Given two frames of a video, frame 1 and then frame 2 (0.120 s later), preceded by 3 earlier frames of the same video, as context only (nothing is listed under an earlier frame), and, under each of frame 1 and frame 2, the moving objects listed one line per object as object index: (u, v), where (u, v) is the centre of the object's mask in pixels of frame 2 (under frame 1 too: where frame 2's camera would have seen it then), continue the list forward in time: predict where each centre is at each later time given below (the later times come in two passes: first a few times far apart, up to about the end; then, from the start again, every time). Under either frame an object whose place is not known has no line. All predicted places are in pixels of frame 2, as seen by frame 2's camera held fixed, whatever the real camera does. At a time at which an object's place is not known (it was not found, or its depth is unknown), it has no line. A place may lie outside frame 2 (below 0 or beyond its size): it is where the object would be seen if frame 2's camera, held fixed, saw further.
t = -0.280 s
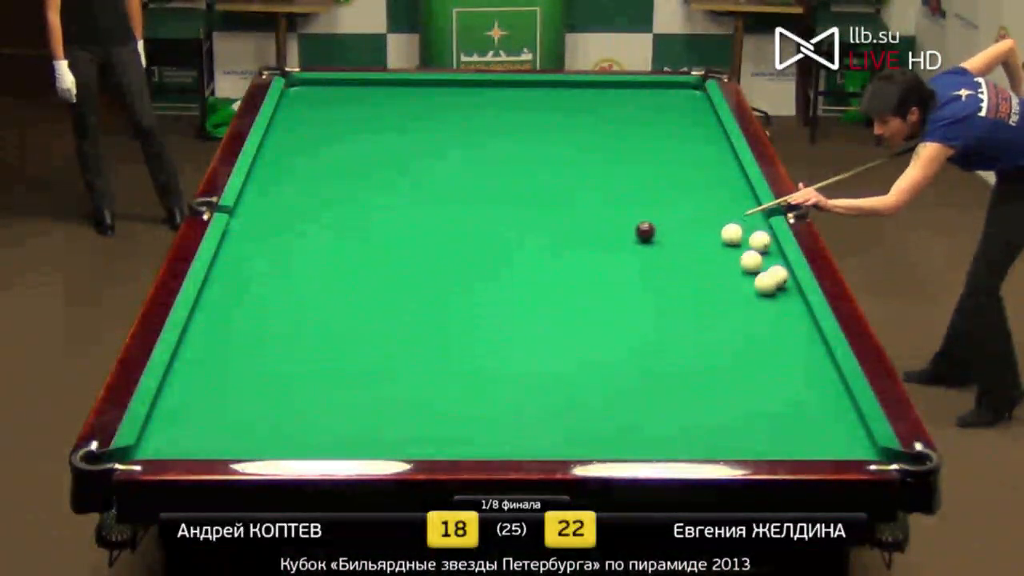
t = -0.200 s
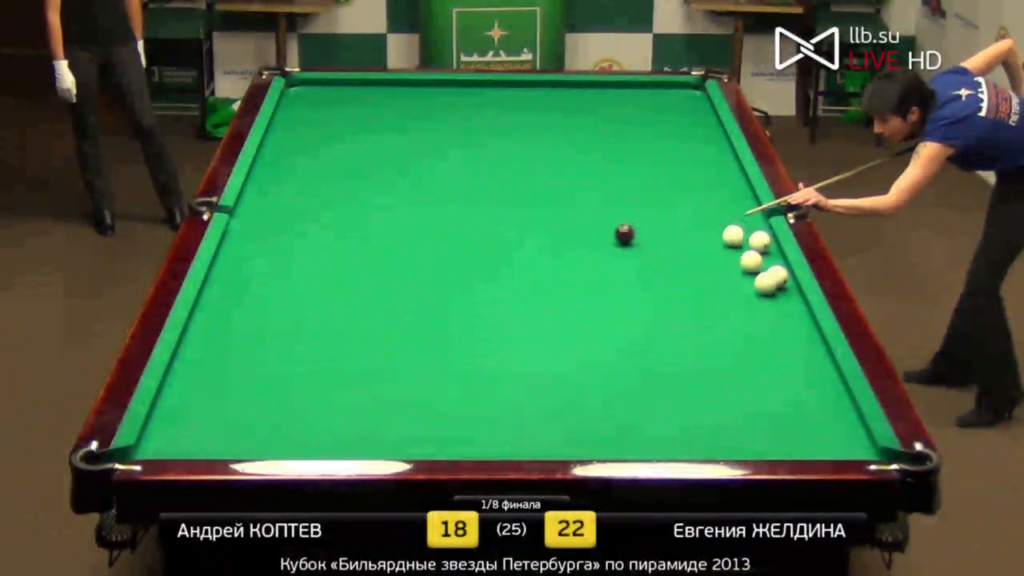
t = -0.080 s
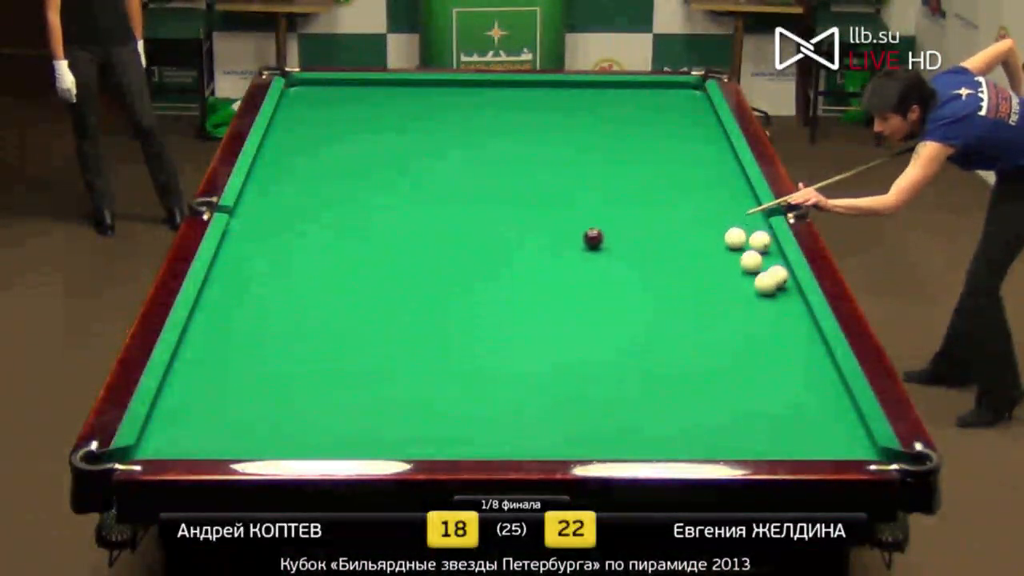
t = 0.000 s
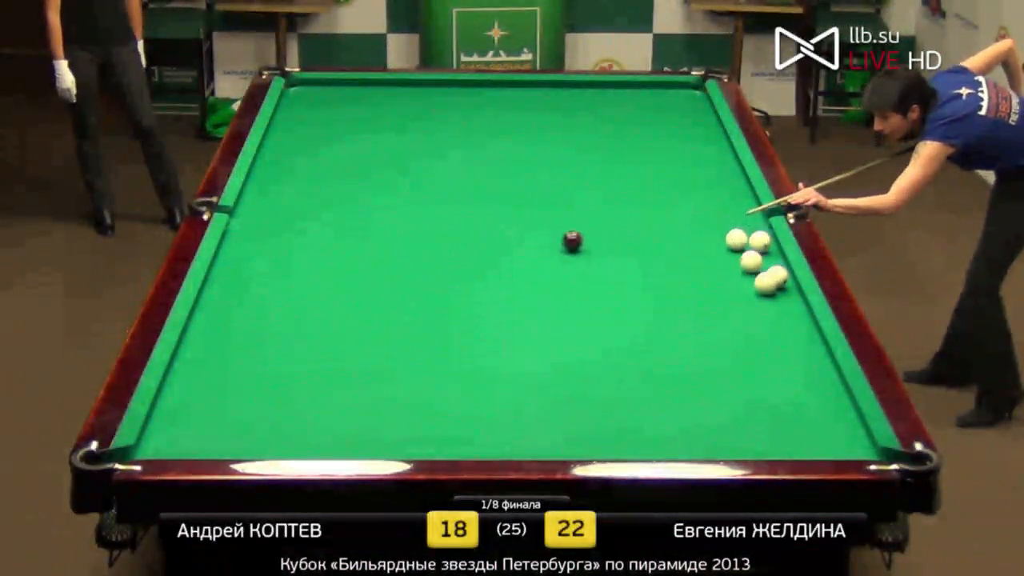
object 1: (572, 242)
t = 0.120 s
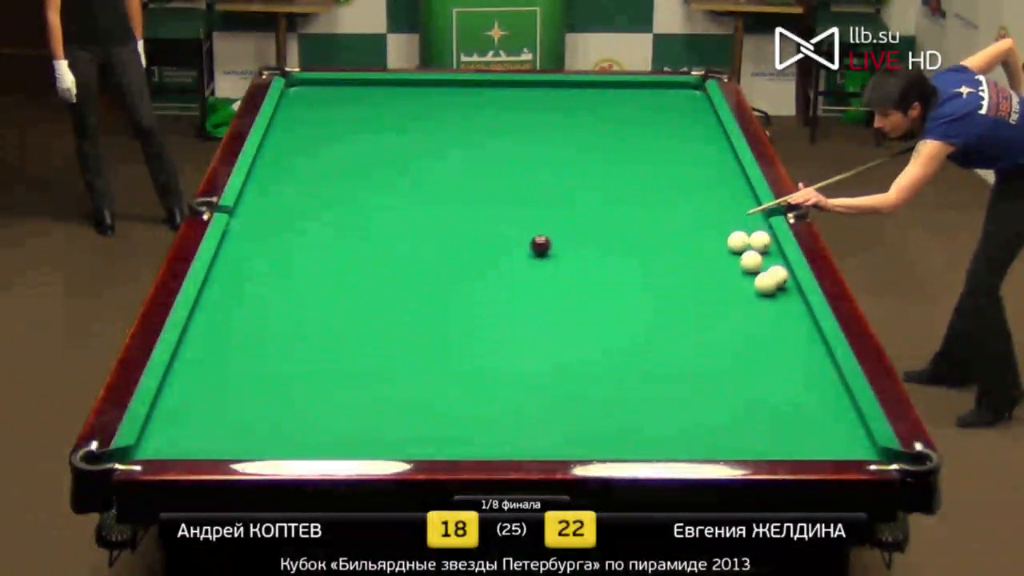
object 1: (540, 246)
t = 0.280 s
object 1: (498, 252)
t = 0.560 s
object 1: (423, 261)
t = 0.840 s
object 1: (348, 272)
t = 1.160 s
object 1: (260, 283)
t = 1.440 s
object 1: (226, 294)
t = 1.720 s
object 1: (263, 309)
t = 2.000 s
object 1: (301, 323)
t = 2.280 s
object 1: (338, 337)
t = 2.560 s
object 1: (376, 351)
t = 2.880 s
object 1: (418, 367)
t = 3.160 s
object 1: (455, 381)
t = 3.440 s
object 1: (492, 395)
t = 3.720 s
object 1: (528, 409)
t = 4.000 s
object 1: (565, 422)
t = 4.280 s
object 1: (599, 435)
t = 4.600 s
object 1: (638, 445)
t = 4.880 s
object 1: (662, 445)
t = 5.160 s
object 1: (680, 441)
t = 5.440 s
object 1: (696, 438)
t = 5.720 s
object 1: (709, 433)
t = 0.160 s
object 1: (530, 248)
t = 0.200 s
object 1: (519, 249)
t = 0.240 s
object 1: (508, 250)
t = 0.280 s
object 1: (498, 252)
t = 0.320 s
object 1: (487, 253)
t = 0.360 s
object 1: (477, 254)
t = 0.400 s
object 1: (466, 256)
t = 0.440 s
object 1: (455, 257)
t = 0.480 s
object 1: (445, 259)
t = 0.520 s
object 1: (434, 260)
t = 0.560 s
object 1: (423, 261)
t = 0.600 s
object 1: (412, 263)
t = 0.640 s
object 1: (402, 265)
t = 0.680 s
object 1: (391, 266)
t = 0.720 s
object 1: (380, 267)
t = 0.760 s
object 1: (369, 269)
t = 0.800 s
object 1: (359, 270)
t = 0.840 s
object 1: (348, 272)
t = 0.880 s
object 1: (336, 273)
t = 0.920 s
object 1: (326, 274)
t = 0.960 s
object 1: (315, 276)
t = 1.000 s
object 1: (304, 277)
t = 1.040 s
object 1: (293, 278)
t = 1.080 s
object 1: (282, 280)
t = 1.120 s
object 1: (271, 282)
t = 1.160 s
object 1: (260, 283)
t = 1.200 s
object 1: (249, 284)
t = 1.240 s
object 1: (238, 285)
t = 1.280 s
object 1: (227, 287)
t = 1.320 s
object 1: (216, 288)
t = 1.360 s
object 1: (213, 290)
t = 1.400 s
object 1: (220, 292)
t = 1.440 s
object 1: (226, 294)
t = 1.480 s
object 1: (231, 297)
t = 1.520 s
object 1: (237, 298)
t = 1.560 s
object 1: (242, 300)
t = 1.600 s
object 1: (247, 303)
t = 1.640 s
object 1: (253, 304)
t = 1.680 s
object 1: (258, 307)
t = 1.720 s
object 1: (263, 309)
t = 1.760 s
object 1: (269, 311)
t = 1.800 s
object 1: (274, 313)
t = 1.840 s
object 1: (279, 315)
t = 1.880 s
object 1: (285, 317)
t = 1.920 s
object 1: (290, 319)
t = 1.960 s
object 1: (295, 321)
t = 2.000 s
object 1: (301, 323)
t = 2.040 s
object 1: (306, 325)
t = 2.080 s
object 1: (311, 327)
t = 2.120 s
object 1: (317, 329)
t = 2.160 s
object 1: (322, 331)
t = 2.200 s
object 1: (327, 333)
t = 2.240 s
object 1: (333, 335)
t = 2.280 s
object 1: (338, 337)
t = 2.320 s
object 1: (343, 339)
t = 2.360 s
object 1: (349, 341)
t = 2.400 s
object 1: (354, 343)
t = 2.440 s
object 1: (359, 345)
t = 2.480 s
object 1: (365, 347)
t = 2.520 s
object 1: (370, 349)
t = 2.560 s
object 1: (376, 351)
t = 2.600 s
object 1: (381, 353)
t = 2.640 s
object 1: (386, 355)
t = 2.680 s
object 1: (391, 357)
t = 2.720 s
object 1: (397, 359)
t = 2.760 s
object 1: (402, 361)
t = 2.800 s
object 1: (407, 363)
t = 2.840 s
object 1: (413, 365)
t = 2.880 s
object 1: (418, 367)
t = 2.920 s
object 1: (423, 369)
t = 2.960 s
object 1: (429, 371)
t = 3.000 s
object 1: (434, 373)
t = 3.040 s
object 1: (439, 375)
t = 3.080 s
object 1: (445, 377)
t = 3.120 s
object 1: (450, 379)
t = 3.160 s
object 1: (455, 381)
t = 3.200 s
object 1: (460, 383)
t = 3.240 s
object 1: (466, 385)
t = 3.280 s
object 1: (471, 387)
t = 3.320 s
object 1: (476, 389)
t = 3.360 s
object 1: (482, 391)
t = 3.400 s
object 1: (487, 393)
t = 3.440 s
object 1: (492, 395)
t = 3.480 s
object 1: (497, 397)
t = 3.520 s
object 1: (502, 399)
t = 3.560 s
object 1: (508, 400)
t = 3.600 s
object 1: (513, 403)
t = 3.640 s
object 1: (518, 405)
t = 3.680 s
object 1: (523, 407)
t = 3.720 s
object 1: (528, 409)
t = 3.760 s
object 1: (534, 410)
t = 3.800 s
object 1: (539, 413)
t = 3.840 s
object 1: (544, 414)
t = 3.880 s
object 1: (549, 416)
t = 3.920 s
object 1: (554, 418)
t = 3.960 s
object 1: (559, 420)
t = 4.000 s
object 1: (565, 422)
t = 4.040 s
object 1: (569, 424)
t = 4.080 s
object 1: (574, 425)
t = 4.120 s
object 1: (579, 427)
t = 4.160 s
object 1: (584, 429)
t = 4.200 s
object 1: (589, 431)
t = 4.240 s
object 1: (594, 433)
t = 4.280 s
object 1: (599, 435)
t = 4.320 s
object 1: (604, 437)
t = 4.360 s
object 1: (609, 438)
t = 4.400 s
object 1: (614, 439)
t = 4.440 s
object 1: (619, 440)
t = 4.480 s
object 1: (624, 442)
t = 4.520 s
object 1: (629, 443)
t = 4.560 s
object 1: (634, 444)
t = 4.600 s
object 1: (638, 445)
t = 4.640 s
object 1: (643, 446)
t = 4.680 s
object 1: (648, 447)
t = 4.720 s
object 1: (651, 447)
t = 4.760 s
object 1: (654, 446)
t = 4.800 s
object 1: (657, 446)
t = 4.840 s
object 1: (660, 445)
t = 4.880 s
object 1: (662, 445)
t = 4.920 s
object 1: (665, 444)
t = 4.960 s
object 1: (667, 444)
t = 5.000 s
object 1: (670, 443)
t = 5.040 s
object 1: (673, 443)
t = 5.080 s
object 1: (675, 442)
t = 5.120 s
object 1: (677, 442)
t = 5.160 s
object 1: (680, 441)
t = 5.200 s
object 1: (682, 441)
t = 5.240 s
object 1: (684, 440)
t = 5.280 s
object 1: (687, 440)
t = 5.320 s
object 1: (689, 439)
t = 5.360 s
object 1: (691, 439)
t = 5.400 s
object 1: (693, 438)
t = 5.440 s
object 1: (696, 438)
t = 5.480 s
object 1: (697, 437)
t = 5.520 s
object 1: (700, 437)
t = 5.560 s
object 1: (701, 436)
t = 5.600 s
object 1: (704, 435)
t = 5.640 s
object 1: (705, 435)
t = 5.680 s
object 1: (707, 434)
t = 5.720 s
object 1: (709, 433)
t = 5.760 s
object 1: (711, 433)
